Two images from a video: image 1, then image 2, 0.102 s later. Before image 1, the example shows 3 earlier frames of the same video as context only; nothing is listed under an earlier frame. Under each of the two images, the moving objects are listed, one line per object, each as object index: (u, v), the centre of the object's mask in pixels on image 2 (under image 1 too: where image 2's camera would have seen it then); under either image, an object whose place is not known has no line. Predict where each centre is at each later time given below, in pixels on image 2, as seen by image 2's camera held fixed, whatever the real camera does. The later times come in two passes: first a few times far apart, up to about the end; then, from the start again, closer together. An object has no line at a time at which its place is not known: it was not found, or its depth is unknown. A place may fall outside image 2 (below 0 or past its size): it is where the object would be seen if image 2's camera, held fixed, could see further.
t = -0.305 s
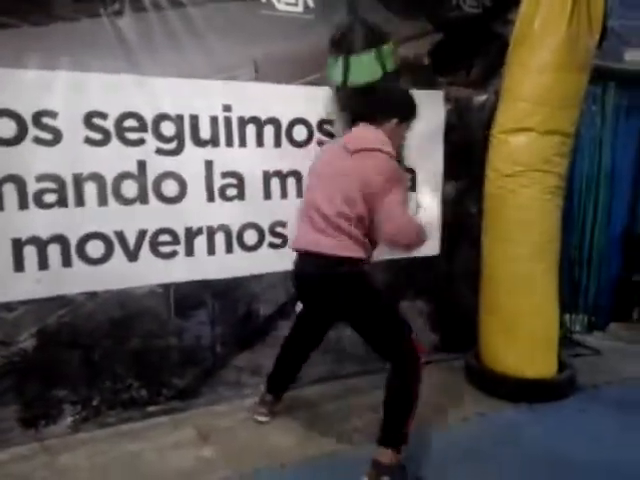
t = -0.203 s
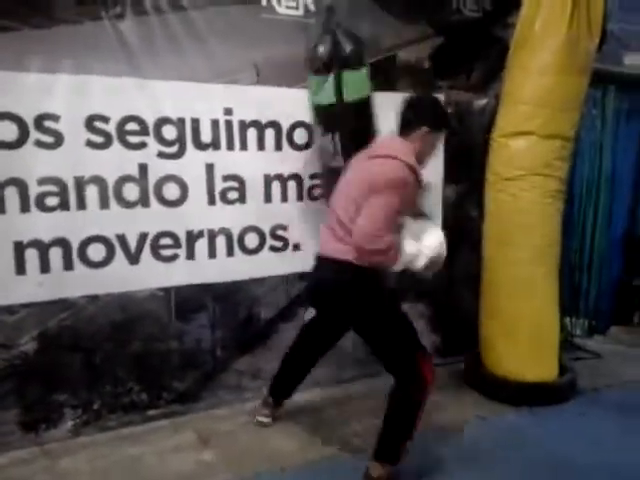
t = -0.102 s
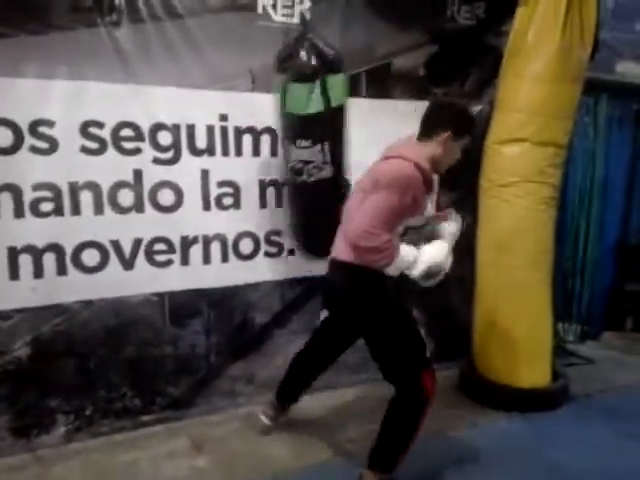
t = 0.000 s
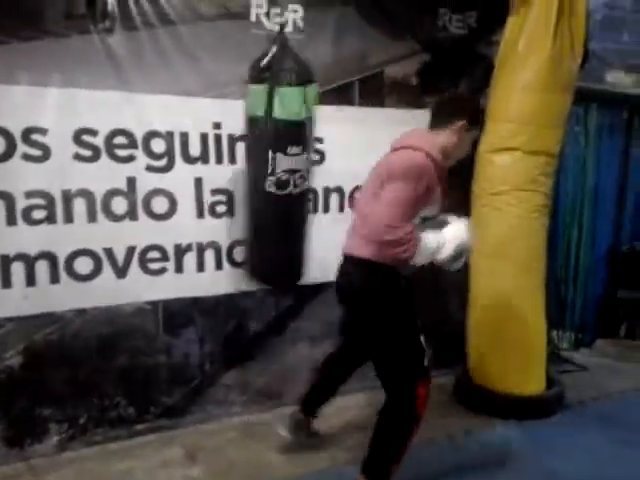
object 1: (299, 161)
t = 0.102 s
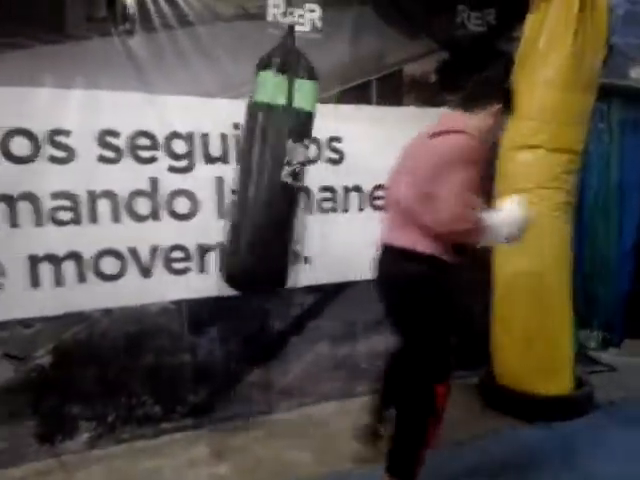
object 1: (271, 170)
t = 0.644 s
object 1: (143, 144)
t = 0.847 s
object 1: (172, 146)
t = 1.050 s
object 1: (245, 149)
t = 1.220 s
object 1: (306, 168)
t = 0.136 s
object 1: (262, 168)
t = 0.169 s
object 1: (251, 166)
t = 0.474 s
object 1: (161, 144)
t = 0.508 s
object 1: (154, 145)
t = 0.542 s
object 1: (148, 146)
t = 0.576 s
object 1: (145, 146)
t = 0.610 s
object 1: (144, 143)
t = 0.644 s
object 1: (143, 144)
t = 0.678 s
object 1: (144, 142)
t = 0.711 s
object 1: (146, 139)
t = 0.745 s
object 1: (152, 138)
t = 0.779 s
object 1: (159, 141)
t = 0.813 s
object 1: (166, 144)
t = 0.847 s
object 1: (172, 146)
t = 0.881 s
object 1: (181, 149)
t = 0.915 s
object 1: (191, 152)
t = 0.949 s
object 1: (203, 151)
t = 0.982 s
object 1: (217, 149)
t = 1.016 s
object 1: (231, 148)
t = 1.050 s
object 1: (245, 149)
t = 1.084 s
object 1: (256, 148)
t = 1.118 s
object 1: (270, 154)
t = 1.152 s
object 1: (283, 160)
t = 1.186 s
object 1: (295, 162)
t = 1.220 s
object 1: (306, 168)
